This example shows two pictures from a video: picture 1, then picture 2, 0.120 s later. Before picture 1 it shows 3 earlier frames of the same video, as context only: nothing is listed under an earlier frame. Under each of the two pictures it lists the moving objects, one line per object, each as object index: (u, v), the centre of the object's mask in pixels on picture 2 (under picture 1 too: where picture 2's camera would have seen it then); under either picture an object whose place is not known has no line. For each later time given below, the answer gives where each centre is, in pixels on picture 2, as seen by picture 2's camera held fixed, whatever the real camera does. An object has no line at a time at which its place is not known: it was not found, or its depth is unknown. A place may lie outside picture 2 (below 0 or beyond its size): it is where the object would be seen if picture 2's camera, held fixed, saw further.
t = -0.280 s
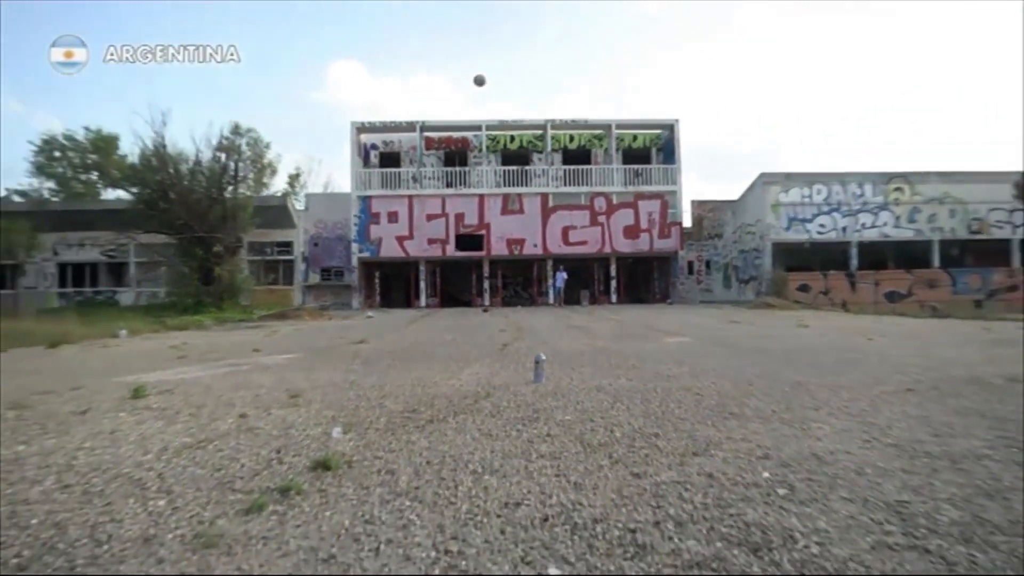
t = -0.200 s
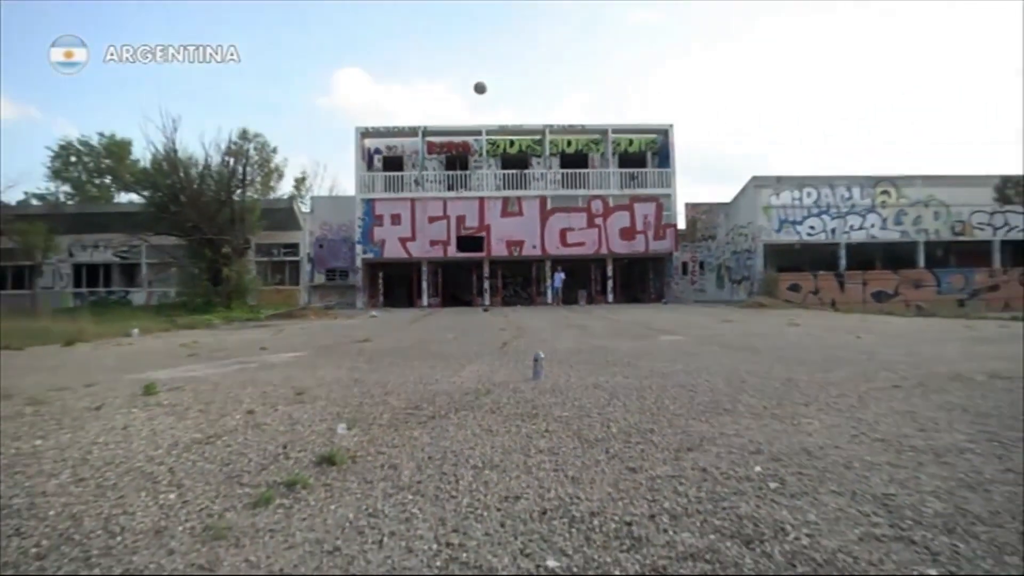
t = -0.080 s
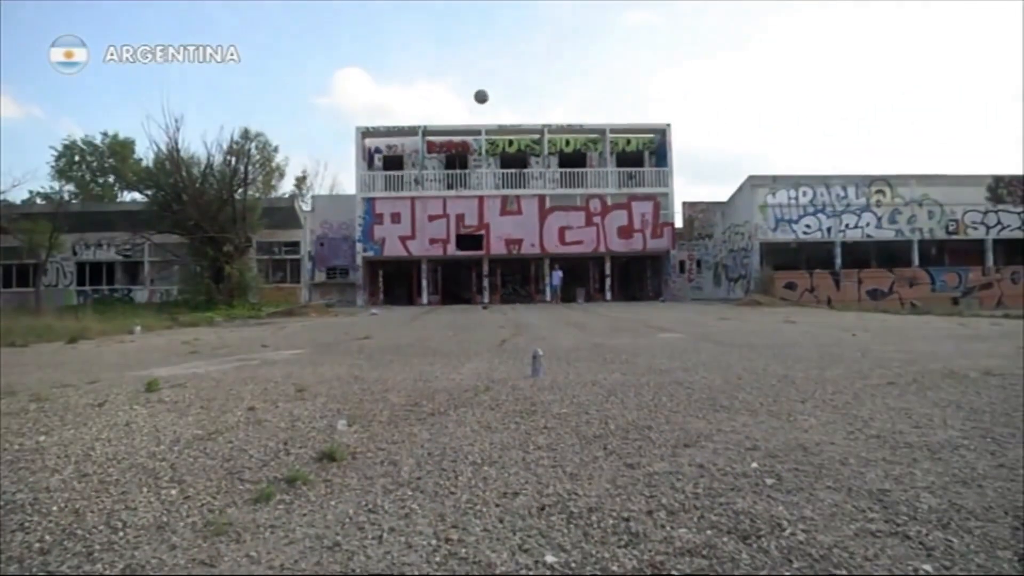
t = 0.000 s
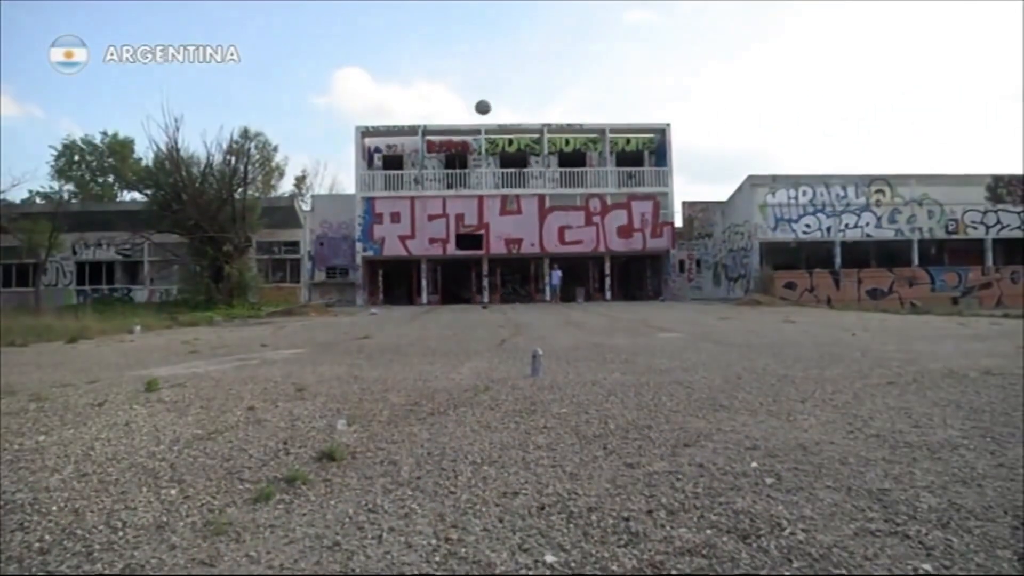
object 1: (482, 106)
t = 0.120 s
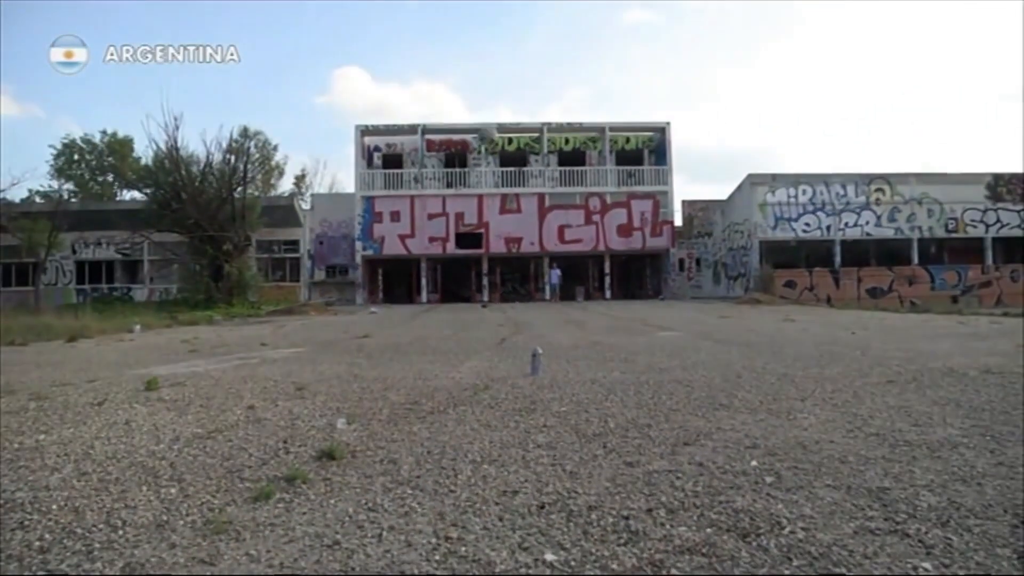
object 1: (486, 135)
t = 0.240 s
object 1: (497, 190)
